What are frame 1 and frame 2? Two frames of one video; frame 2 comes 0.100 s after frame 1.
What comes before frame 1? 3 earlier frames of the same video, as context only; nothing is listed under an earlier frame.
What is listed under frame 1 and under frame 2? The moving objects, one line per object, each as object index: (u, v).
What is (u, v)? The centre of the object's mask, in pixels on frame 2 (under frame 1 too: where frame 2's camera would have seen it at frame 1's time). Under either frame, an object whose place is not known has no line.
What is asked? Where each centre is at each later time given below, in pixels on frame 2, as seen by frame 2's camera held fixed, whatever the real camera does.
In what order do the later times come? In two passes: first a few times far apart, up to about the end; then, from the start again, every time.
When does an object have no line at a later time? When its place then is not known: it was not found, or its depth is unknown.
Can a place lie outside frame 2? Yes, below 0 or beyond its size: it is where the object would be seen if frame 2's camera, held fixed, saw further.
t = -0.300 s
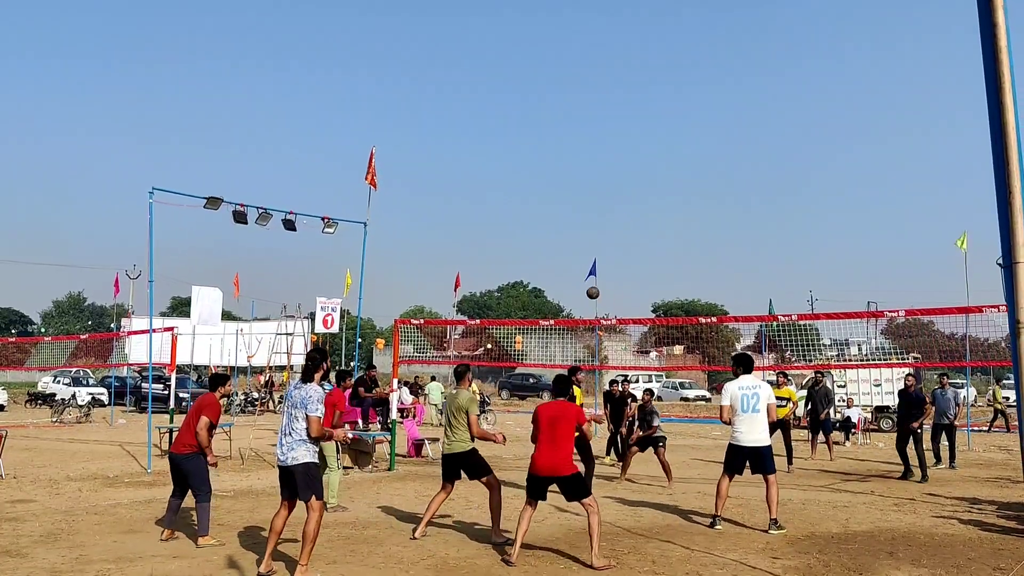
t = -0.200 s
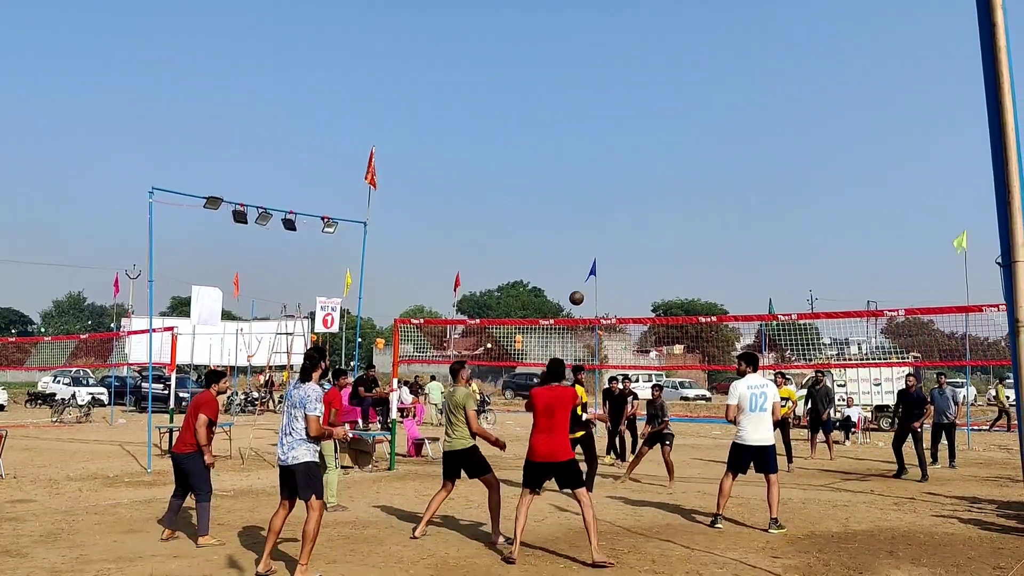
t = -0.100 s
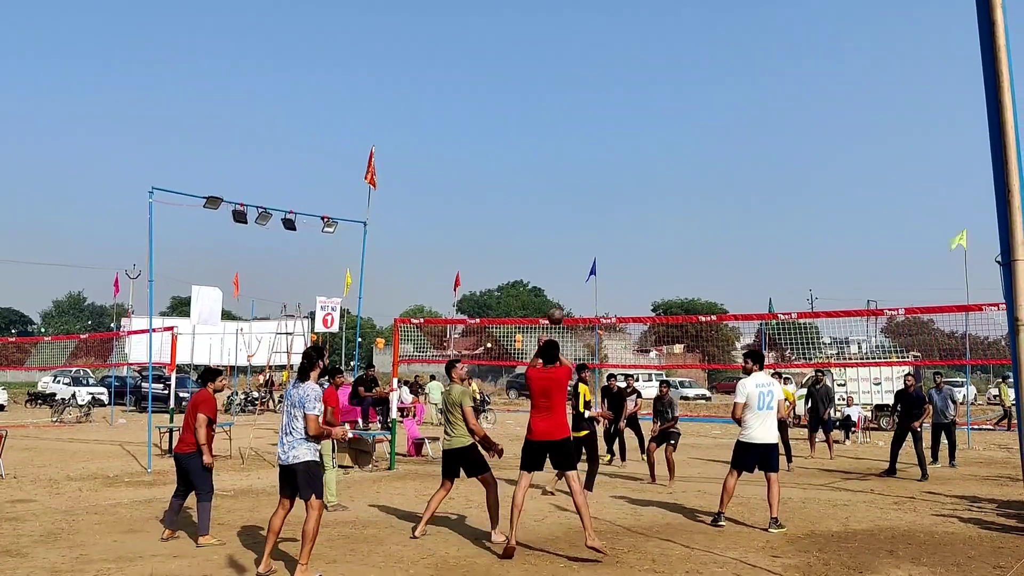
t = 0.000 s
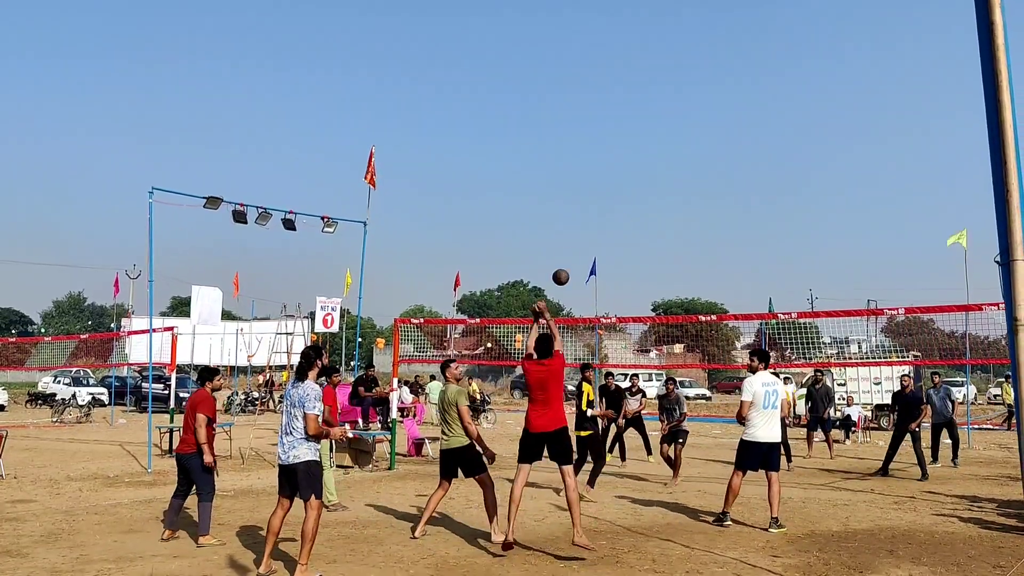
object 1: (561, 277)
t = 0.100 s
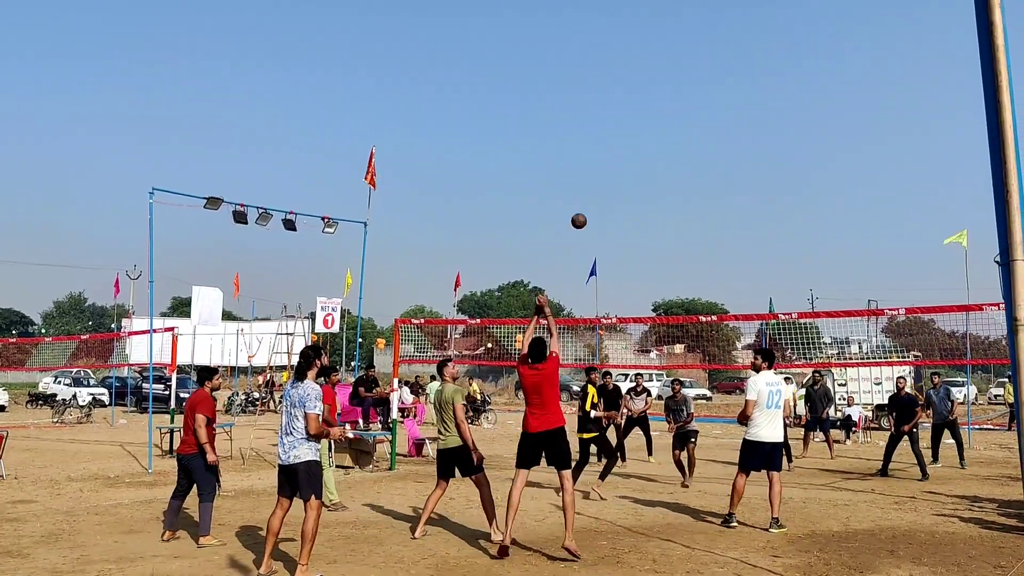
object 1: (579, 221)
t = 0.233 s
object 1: (599, 169)
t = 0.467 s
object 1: (628, 129)
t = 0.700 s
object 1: (652, 134)
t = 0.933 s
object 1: (671, 170)
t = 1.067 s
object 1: (681, 201)
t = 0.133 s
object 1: (584, 206)
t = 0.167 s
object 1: (589, 193)
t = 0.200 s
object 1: (594, 180)
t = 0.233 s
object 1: (599, 169)
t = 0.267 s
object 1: (603, 160)
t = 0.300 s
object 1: (608, 152)
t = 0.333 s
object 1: (612, 146)
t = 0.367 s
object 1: (616, 140)
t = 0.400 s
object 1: (620, 136)
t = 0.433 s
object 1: (625, 132)
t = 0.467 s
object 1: (628, 129)
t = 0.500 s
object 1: (632, 128)
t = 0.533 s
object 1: (635, 127)
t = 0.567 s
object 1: (639, 127)
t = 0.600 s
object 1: (642, 128)
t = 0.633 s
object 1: (646, 129)
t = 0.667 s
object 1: (649, 132)
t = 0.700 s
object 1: (652, 134)
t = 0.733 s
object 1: (655, 137)
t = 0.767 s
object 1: (658, 141)
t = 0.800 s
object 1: (660, 146)
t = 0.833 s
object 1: (663, 151)
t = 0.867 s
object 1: (666, 157)
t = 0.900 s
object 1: (669, 164)
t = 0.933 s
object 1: (671, 170)
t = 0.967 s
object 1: (674, 178)
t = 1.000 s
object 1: (676, 185)
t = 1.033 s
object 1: (679, 193)
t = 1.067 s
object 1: (681, 201)
